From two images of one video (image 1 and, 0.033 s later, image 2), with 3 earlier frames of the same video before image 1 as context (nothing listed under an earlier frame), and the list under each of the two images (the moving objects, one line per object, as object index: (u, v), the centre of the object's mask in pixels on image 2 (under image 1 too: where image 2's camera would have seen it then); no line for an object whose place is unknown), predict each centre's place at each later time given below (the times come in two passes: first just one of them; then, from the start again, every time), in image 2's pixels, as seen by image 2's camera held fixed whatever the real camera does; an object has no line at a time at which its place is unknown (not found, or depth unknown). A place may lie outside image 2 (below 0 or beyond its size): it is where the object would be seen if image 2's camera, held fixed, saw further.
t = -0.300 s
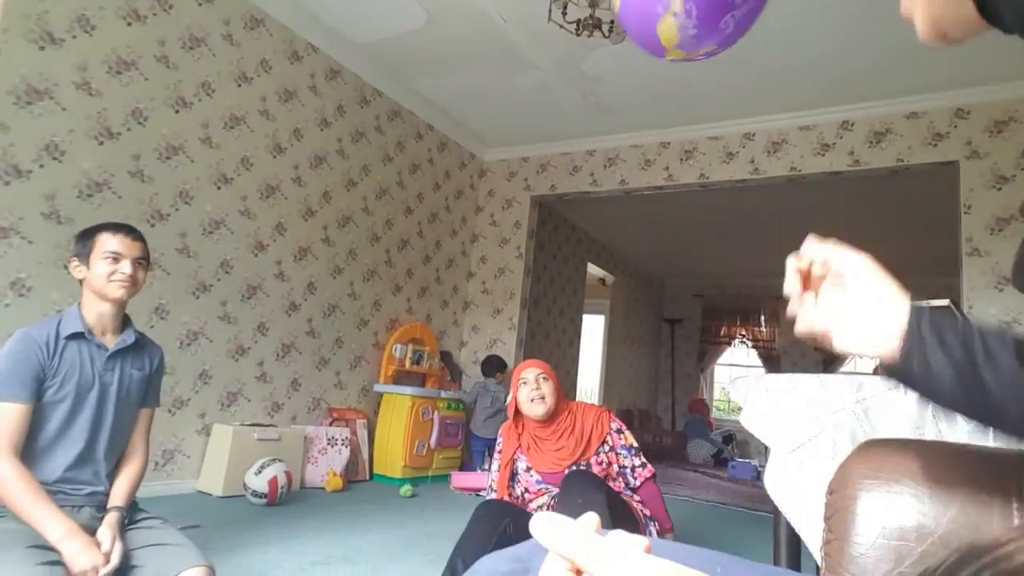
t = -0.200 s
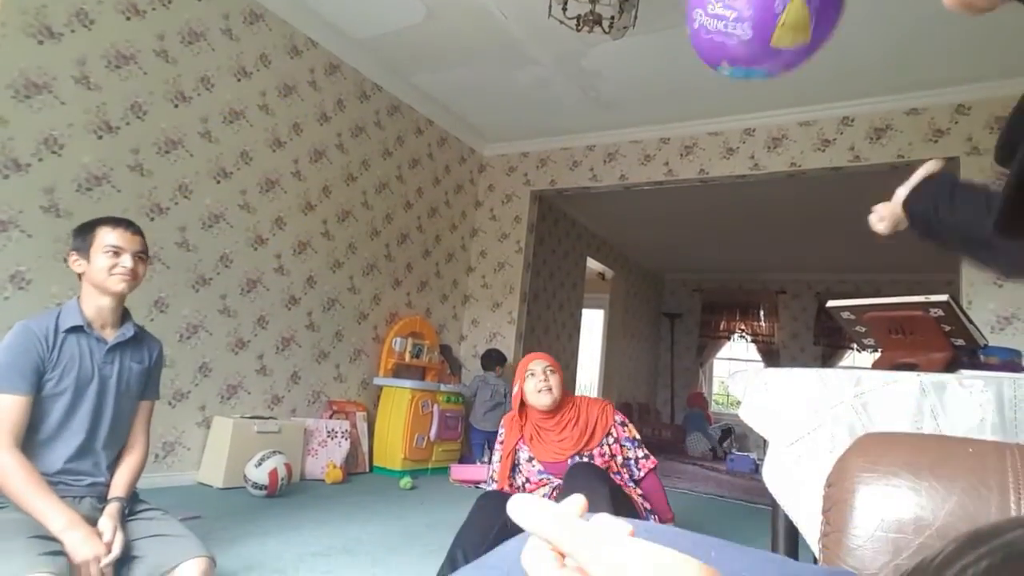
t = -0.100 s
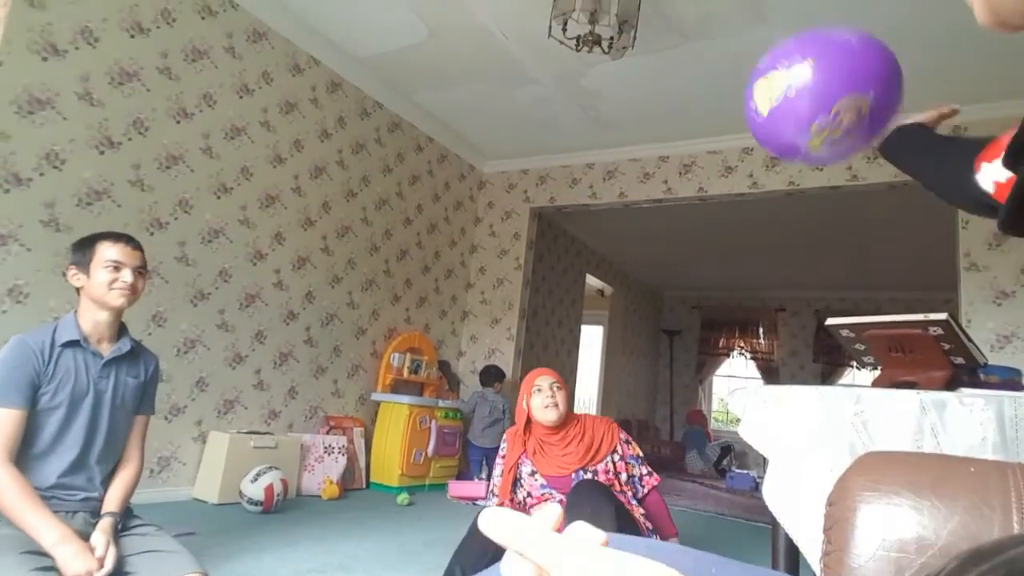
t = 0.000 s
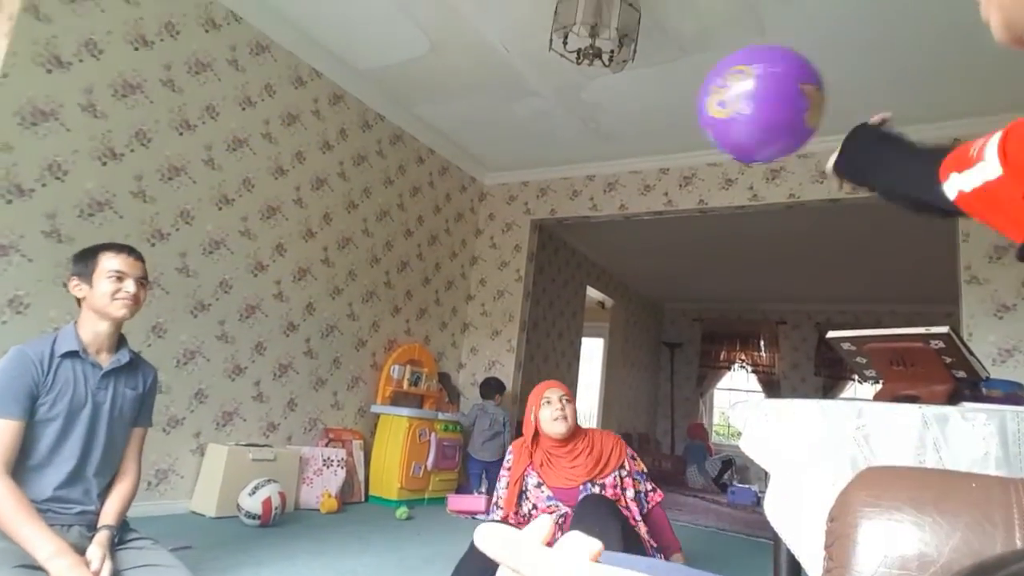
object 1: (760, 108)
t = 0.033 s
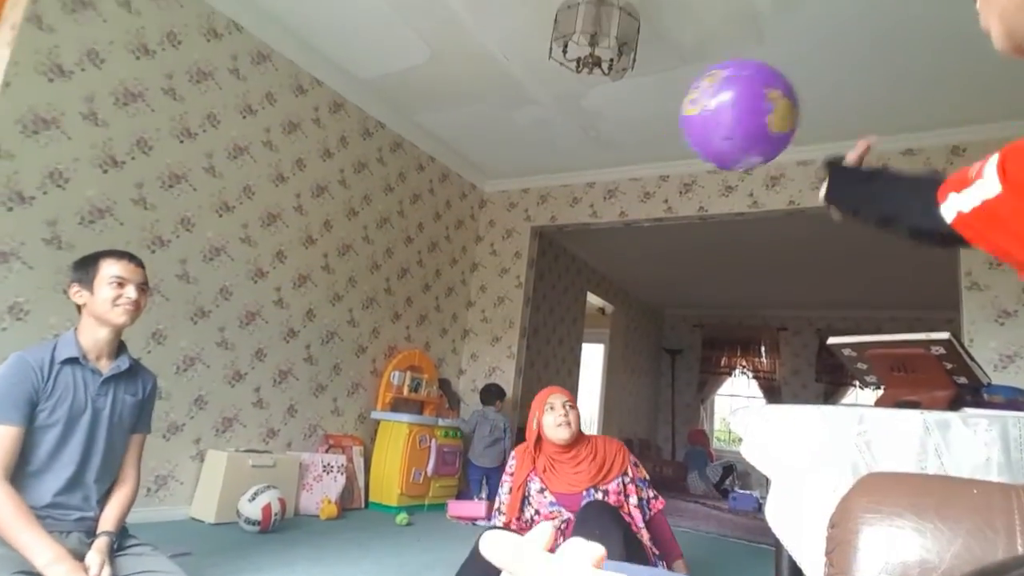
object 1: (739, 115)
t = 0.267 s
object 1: (629, 213)
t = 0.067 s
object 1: (720, 123)
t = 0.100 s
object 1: (702, 132)
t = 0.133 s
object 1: (685, 140)
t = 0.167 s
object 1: (669, 152)
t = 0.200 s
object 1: (655, 170)
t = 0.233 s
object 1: (642, 190)
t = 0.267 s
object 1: (629, 213)
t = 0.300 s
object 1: (617, 239)
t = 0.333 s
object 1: (607, 264)
